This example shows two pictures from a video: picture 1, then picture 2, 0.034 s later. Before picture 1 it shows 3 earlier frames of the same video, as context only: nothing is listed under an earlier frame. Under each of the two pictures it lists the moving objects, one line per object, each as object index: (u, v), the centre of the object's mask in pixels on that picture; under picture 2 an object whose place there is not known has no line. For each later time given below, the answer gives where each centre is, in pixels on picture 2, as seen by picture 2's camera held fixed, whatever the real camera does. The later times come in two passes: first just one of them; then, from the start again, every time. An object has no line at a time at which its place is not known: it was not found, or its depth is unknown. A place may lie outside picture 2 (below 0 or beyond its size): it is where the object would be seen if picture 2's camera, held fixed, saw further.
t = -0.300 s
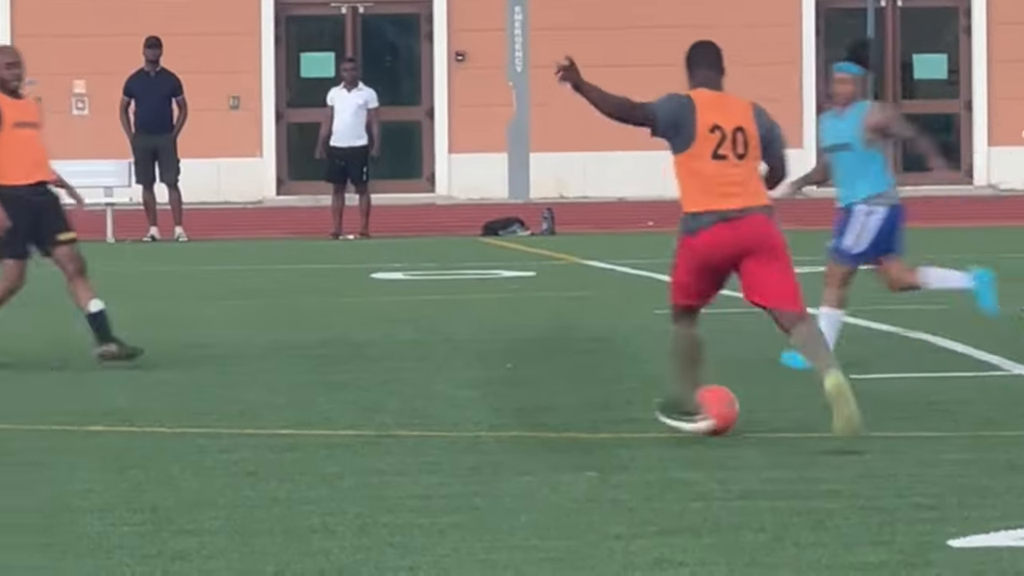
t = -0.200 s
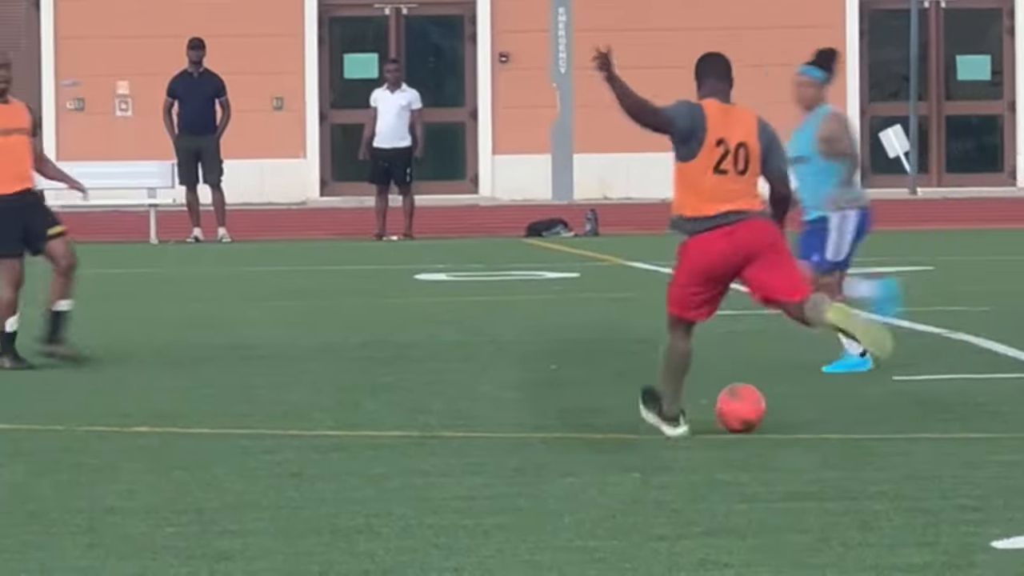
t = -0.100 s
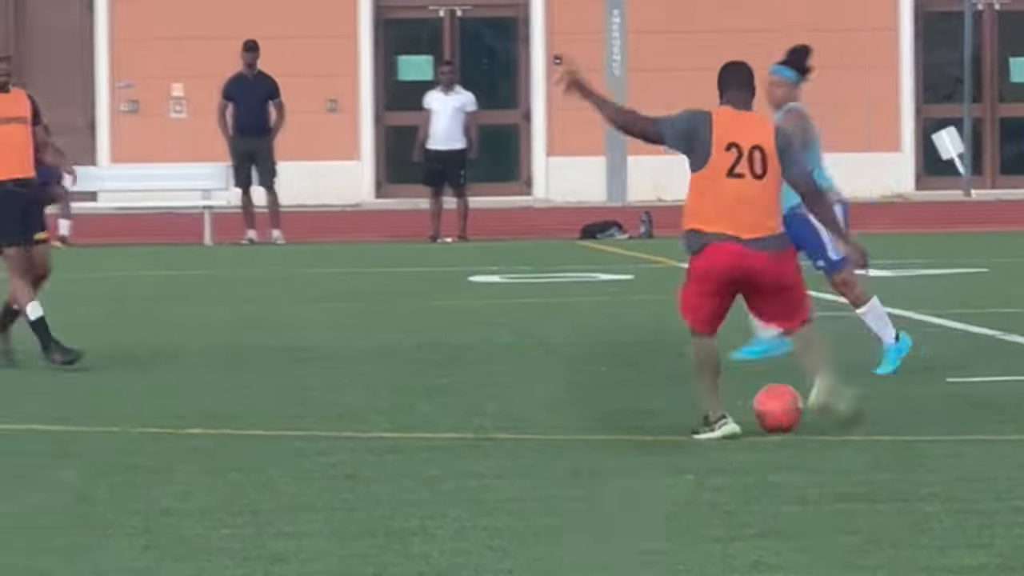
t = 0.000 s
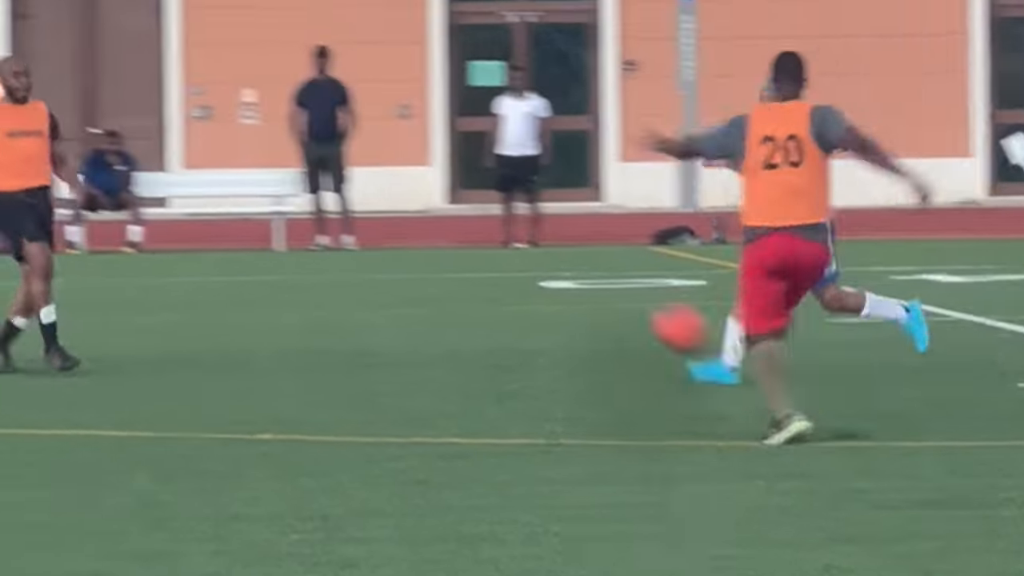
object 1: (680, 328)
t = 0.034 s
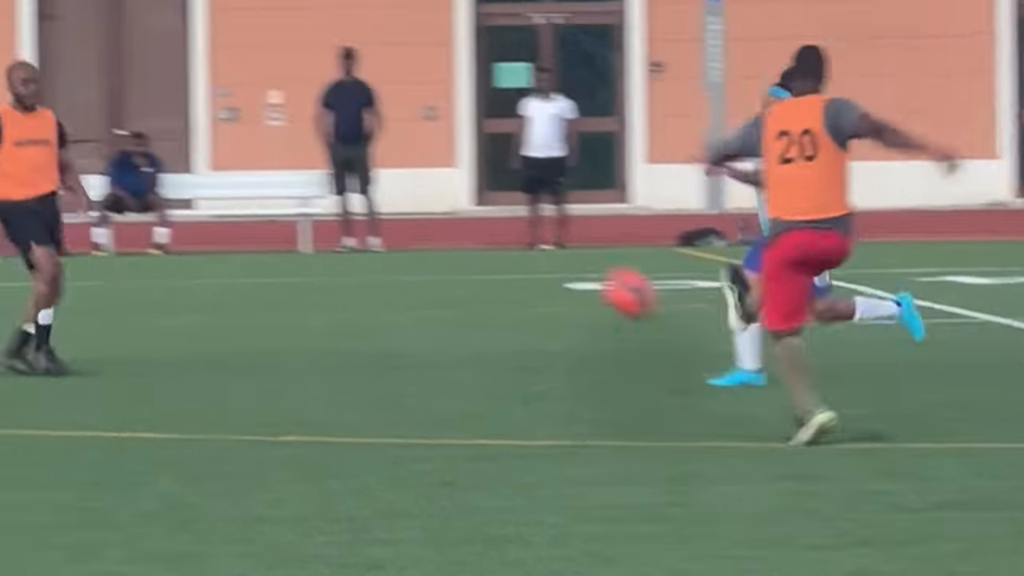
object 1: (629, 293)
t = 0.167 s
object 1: (340, 173)
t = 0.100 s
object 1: (481, 229)
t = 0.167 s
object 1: (340, 173)
